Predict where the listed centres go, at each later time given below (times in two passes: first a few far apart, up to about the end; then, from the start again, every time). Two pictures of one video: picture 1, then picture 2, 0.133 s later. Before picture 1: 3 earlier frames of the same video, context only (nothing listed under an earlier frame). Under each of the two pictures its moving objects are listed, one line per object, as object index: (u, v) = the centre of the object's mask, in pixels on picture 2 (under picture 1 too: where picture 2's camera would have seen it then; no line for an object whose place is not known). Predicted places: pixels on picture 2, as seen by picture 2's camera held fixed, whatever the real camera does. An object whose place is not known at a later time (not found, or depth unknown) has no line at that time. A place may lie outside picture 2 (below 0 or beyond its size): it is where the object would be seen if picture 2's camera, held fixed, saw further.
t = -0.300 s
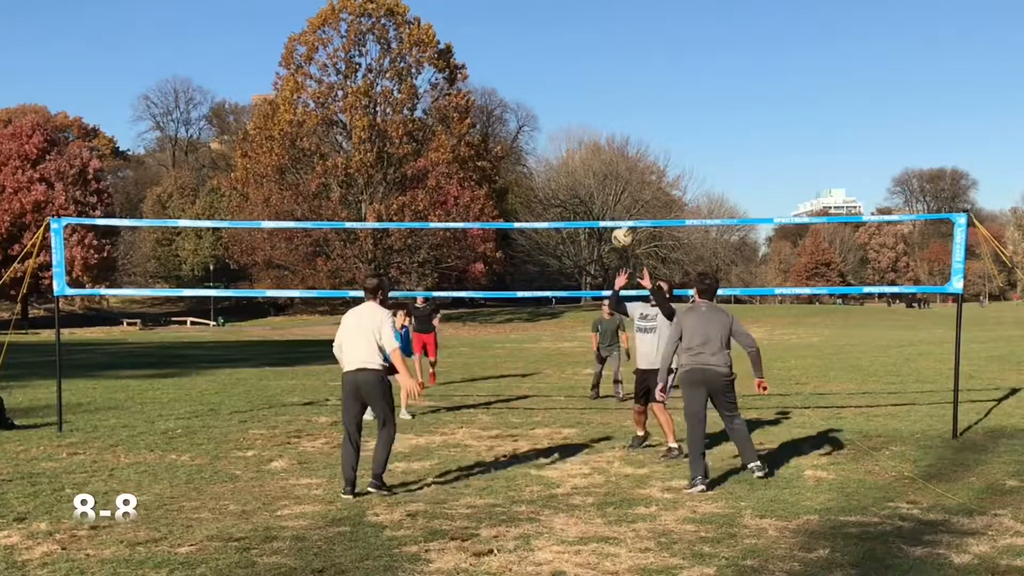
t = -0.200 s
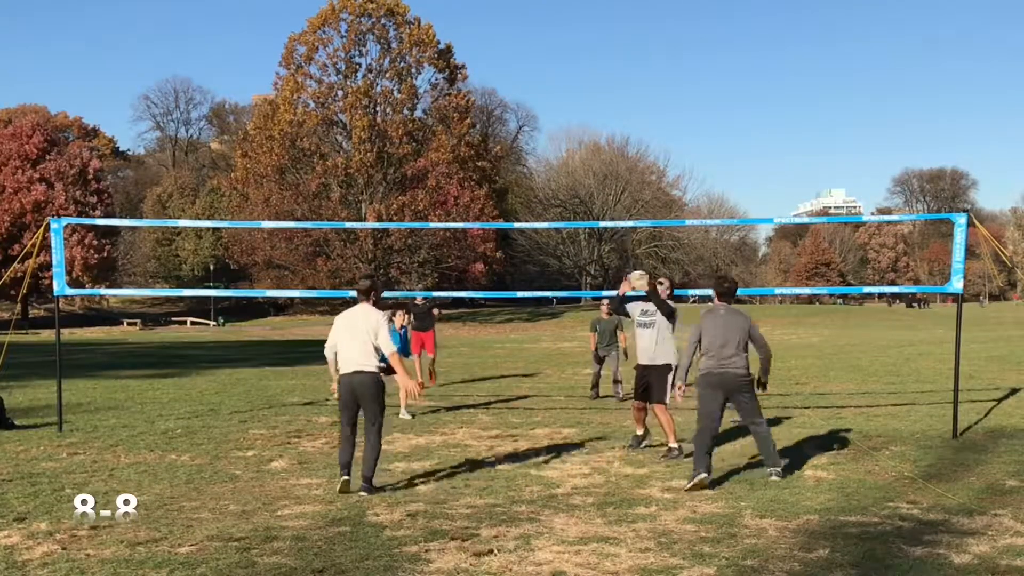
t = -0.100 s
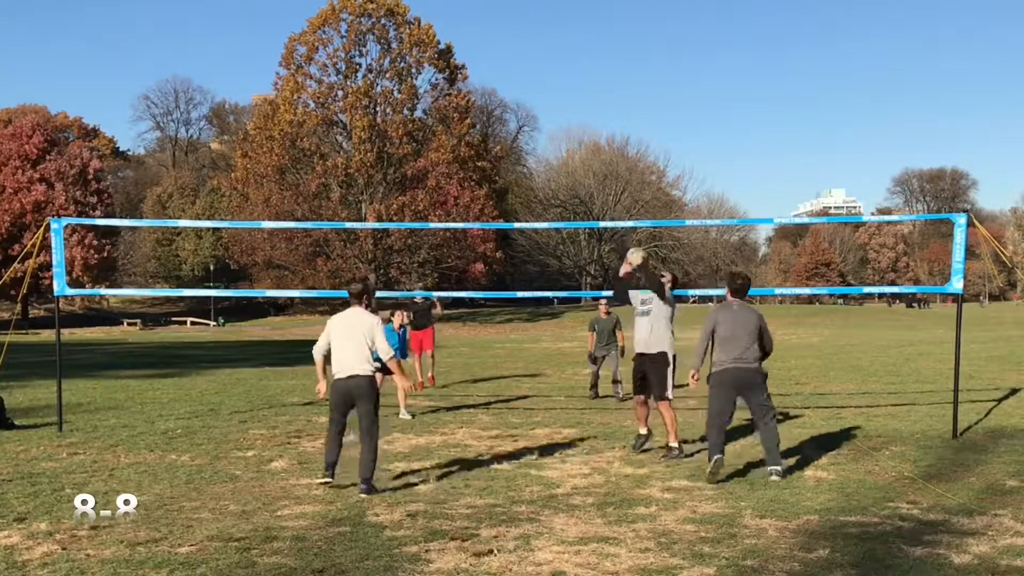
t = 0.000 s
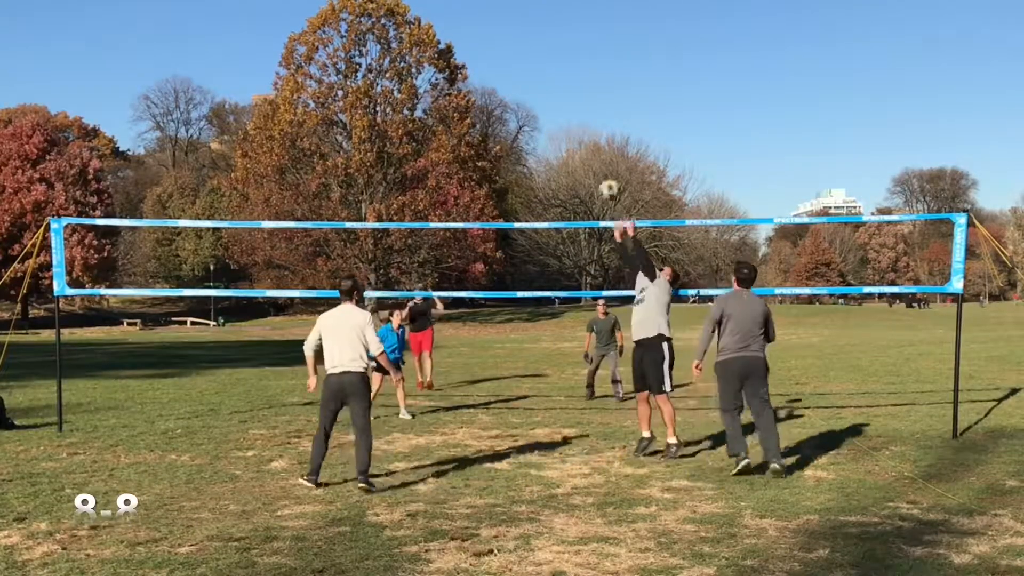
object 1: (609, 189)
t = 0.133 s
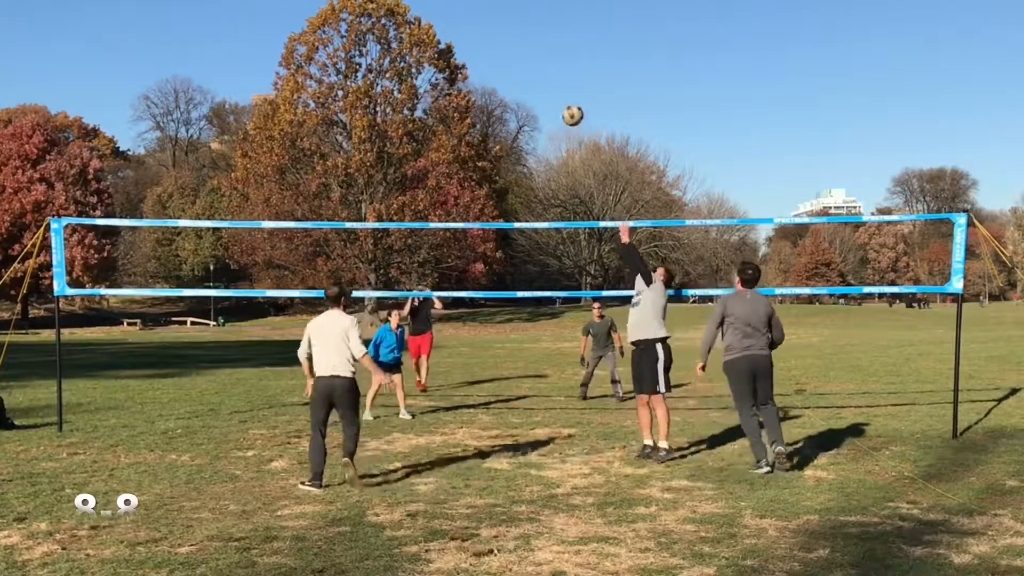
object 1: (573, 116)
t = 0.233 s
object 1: (546, 71)
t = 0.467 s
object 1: (484, 11)
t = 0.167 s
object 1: (563, 99)
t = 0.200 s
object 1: (554, 85)
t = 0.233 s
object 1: (546, 71)
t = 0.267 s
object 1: (537, 59)
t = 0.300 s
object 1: (528, 47)
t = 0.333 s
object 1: (519, 38)
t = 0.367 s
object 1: (509, 29)
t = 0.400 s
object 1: (501, 22)
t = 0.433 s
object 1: (492, 15)
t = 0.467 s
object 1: (484, 11)
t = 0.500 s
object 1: (475, 8)
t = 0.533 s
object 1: (466, 6)
